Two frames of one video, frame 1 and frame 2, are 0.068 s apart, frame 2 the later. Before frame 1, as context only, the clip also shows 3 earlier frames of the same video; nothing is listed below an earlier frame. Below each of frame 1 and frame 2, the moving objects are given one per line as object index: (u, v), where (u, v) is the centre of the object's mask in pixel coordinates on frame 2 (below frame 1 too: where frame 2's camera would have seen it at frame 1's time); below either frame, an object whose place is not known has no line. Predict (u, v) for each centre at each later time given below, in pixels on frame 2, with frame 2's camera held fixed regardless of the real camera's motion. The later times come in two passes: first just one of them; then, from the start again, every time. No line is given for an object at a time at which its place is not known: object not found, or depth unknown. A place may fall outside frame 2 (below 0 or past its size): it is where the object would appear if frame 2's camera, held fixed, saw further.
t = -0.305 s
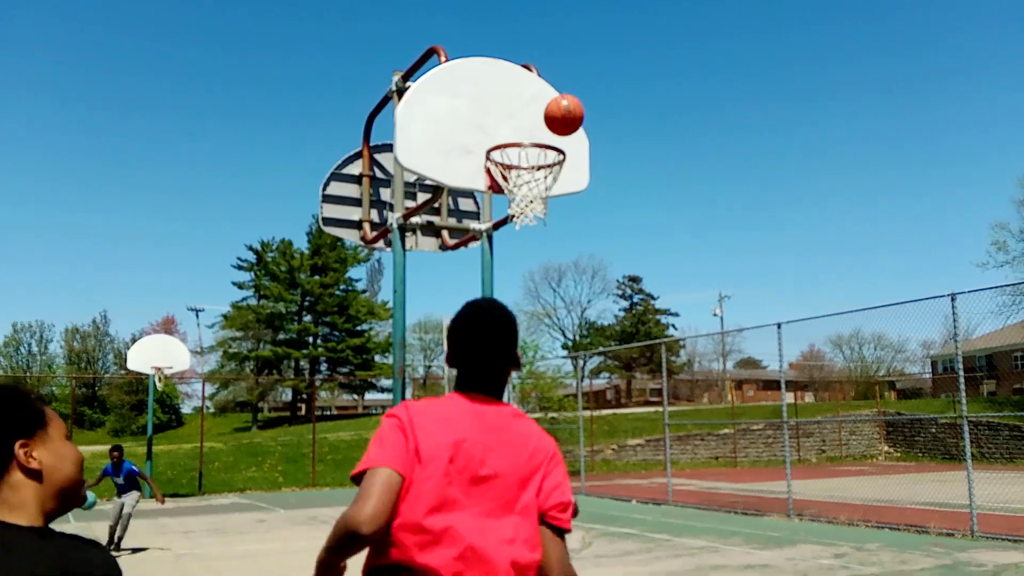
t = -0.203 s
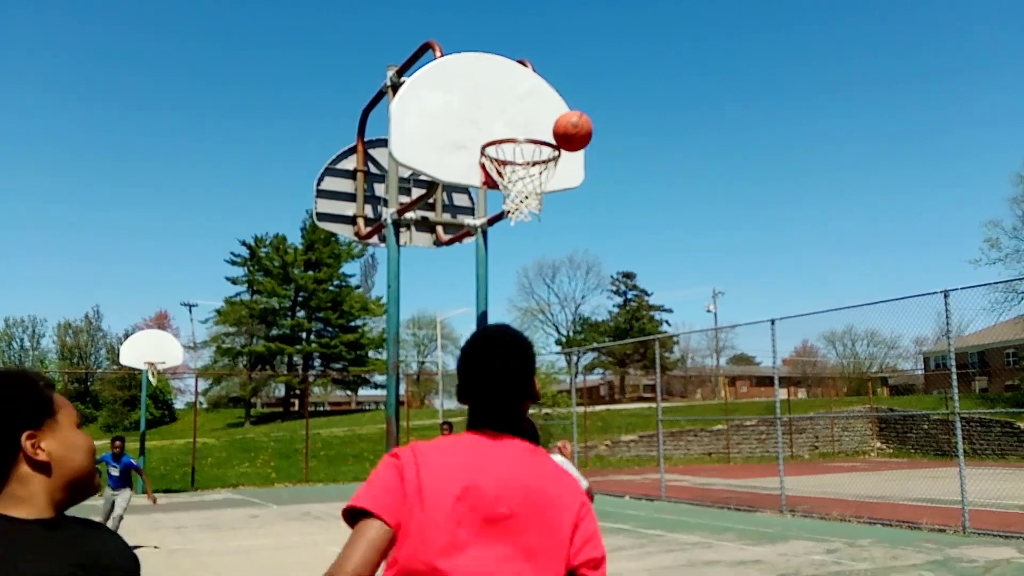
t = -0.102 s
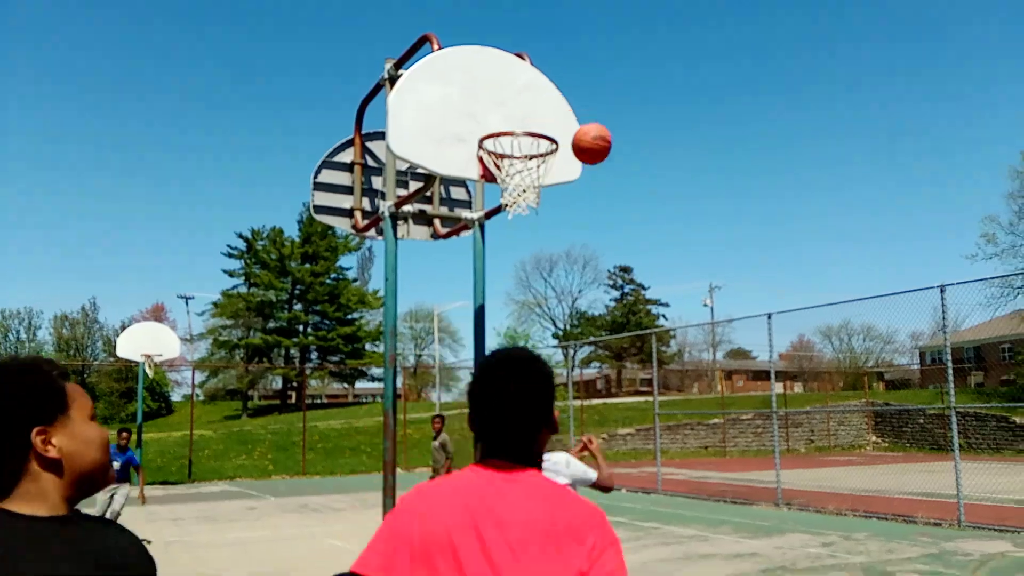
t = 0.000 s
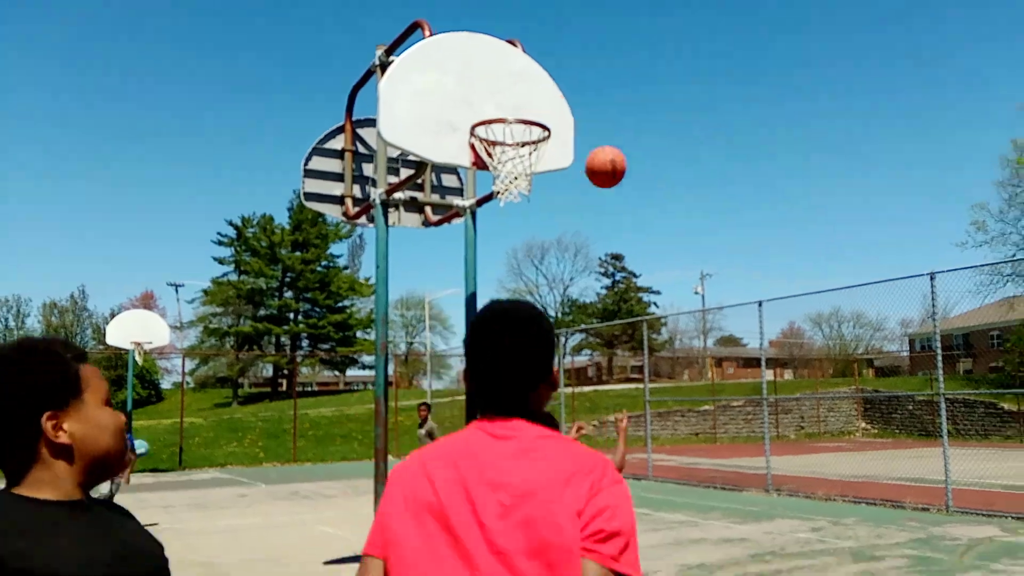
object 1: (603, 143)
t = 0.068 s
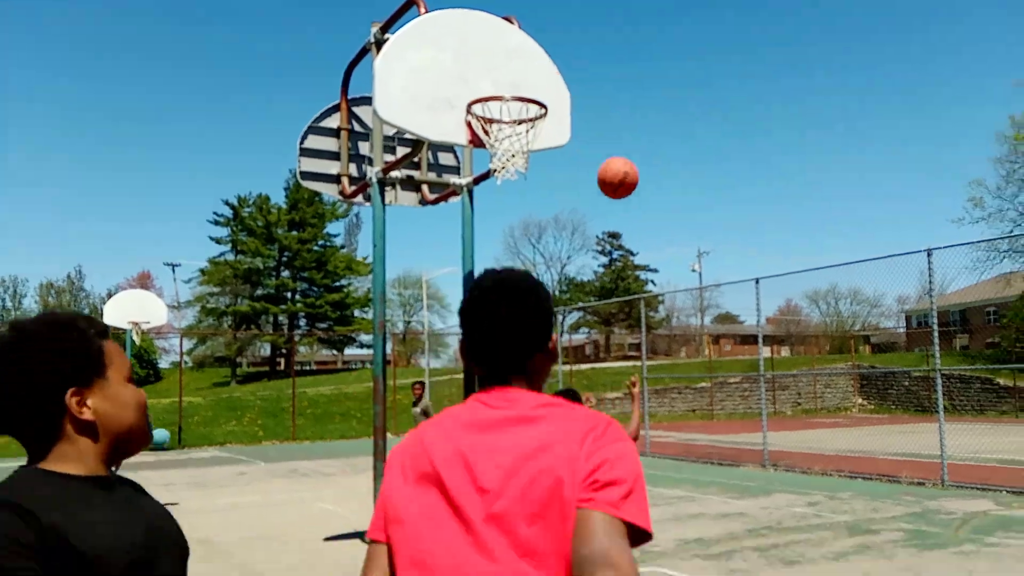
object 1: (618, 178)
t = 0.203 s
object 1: (650, 269)
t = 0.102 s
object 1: (626, 197)
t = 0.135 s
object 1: (634, 219)
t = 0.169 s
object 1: (642, 243)
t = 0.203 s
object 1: (650, 269)
